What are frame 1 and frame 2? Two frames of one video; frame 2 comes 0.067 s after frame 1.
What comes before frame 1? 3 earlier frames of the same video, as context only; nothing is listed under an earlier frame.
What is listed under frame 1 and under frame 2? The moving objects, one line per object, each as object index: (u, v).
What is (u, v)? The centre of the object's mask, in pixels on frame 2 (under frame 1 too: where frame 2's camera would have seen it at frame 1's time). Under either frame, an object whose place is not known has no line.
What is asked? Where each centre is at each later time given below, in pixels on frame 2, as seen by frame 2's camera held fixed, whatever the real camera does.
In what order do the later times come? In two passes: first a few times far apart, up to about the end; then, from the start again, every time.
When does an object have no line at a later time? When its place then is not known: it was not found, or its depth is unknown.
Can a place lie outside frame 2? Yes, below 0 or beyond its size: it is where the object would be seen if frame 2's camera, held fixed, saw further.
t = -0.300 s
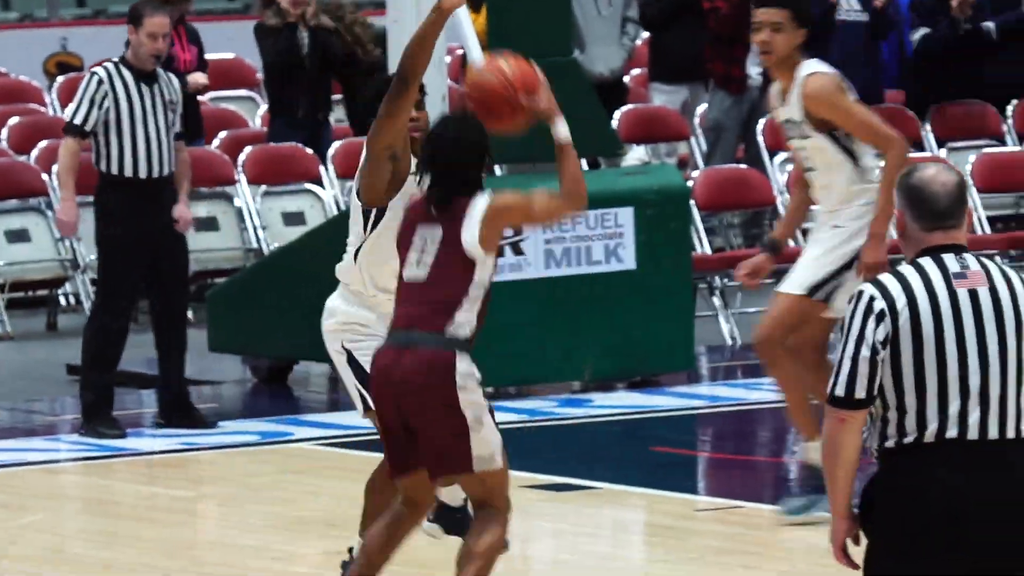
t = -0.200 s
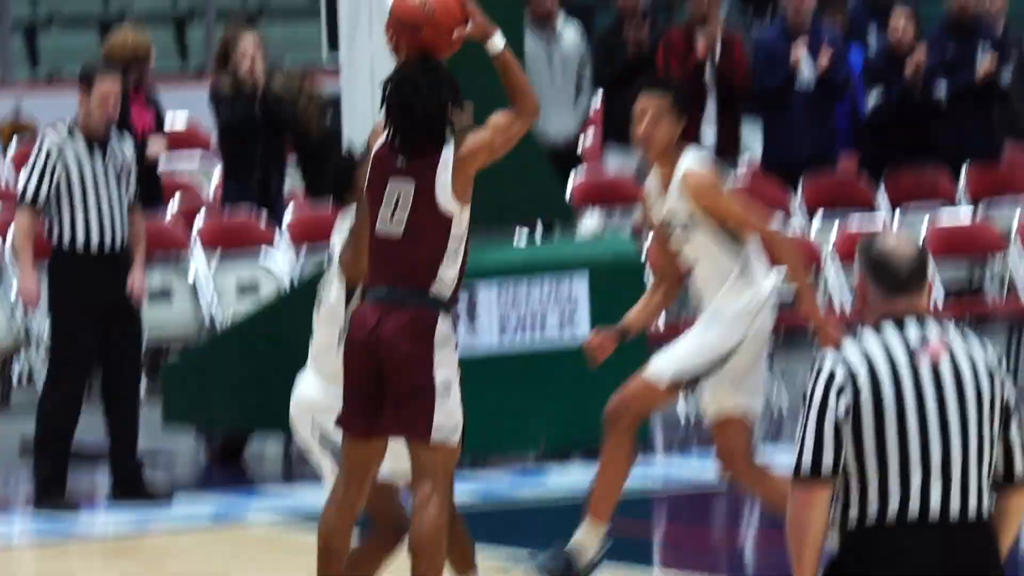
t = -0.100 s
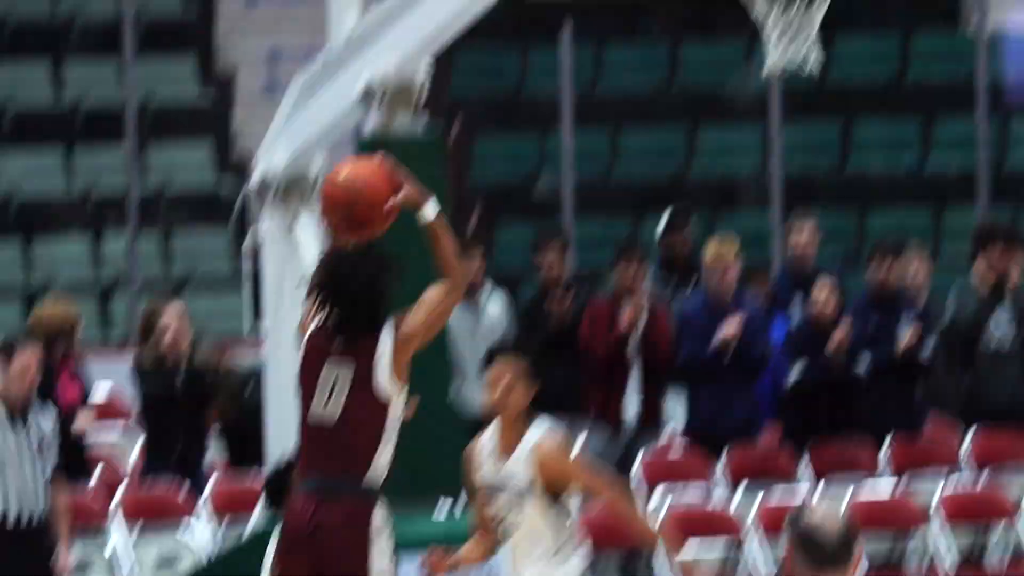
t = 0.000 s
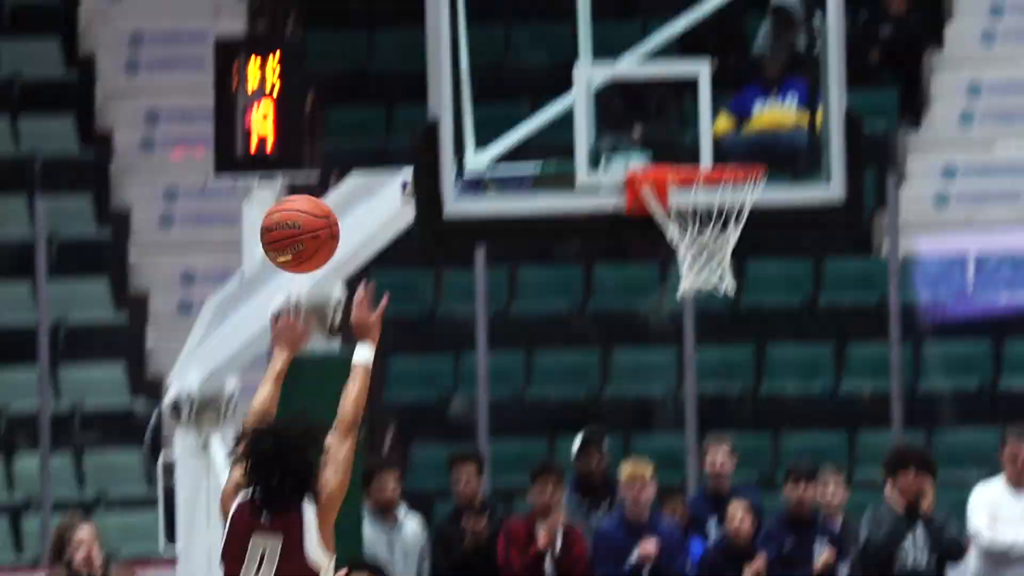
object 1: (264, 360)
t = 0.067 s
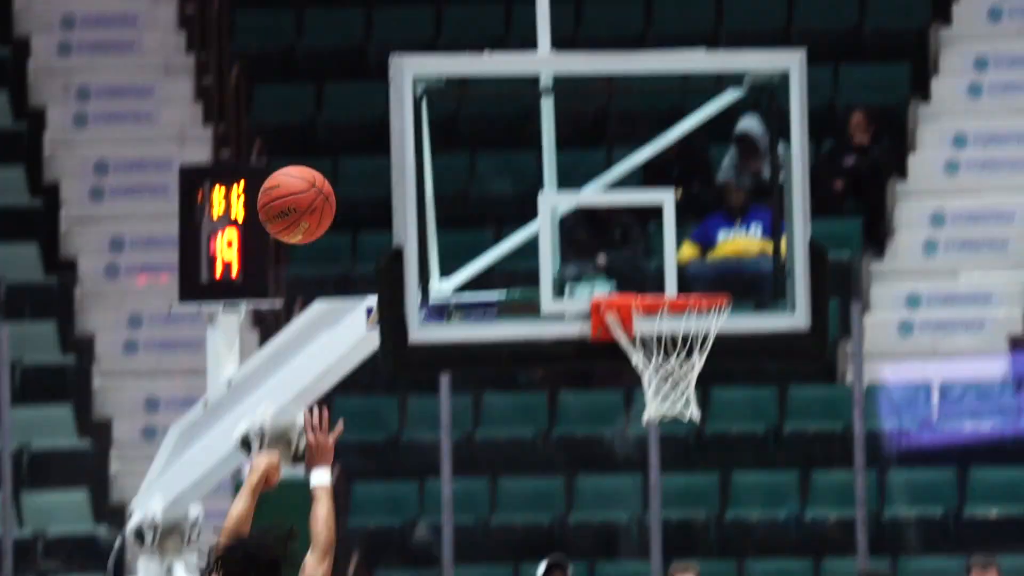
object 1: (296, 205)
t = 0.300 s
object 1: (376, -85)
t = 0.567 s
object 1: (467, -190)
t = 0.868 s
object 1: (573, -53)
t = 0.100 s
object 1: (308, 151)
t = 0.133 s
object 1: (320, 100)
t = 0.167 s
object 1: (332, 56)
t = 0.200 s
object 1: (343, 15)
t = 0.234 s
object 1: (354, -22)
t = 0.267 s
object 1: (365, -55)
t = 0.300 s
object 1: (376, -85)
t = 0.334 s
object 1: (388, -111)
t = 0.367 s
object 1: (399, -133)
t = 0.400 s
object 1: (410, -152)
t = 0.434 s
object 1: (421, -167)
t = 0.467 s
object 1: (431, -178)
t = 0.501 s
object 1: (443, -185)
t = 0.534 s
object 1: (455, -189)
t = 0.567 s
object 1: (467, -190)
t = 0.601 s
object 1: (479, -187)
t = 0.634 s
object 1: (490, -180)
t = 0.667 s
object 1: (502, -172)
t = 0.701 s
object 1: (514, -160)
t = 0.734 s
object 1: (526, -144)
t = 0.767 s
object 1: (539, -126)
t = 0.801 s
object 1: (551, -105)
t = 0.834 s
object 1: (562, -81)
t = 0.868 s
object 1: (573, -53)
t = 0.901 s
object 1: (583, -25)
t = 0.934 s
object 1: (593, 8)
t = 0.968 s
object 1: (604, 41)
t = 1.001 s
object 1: (615, 80)
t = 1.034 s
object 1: (624, 119)
